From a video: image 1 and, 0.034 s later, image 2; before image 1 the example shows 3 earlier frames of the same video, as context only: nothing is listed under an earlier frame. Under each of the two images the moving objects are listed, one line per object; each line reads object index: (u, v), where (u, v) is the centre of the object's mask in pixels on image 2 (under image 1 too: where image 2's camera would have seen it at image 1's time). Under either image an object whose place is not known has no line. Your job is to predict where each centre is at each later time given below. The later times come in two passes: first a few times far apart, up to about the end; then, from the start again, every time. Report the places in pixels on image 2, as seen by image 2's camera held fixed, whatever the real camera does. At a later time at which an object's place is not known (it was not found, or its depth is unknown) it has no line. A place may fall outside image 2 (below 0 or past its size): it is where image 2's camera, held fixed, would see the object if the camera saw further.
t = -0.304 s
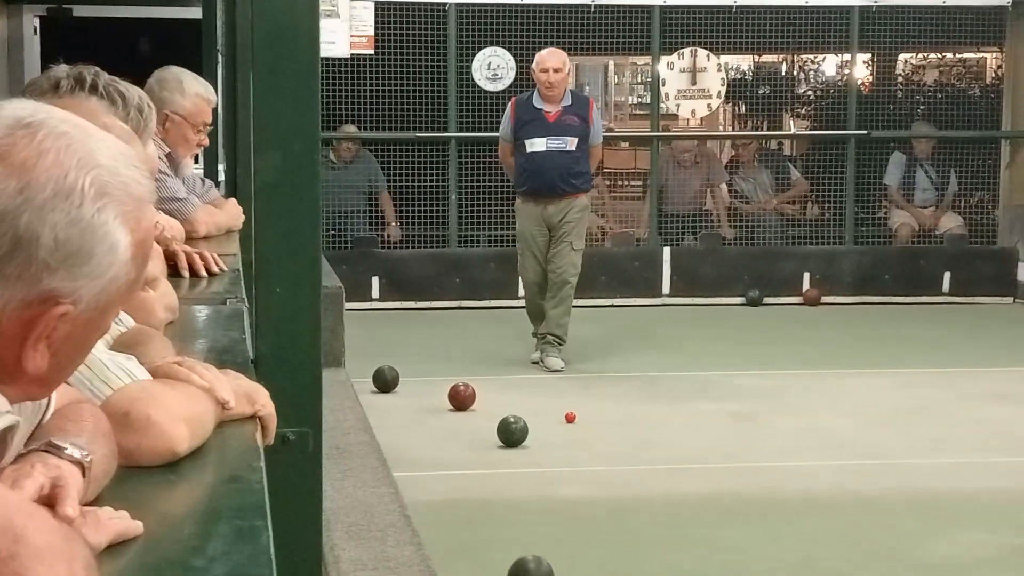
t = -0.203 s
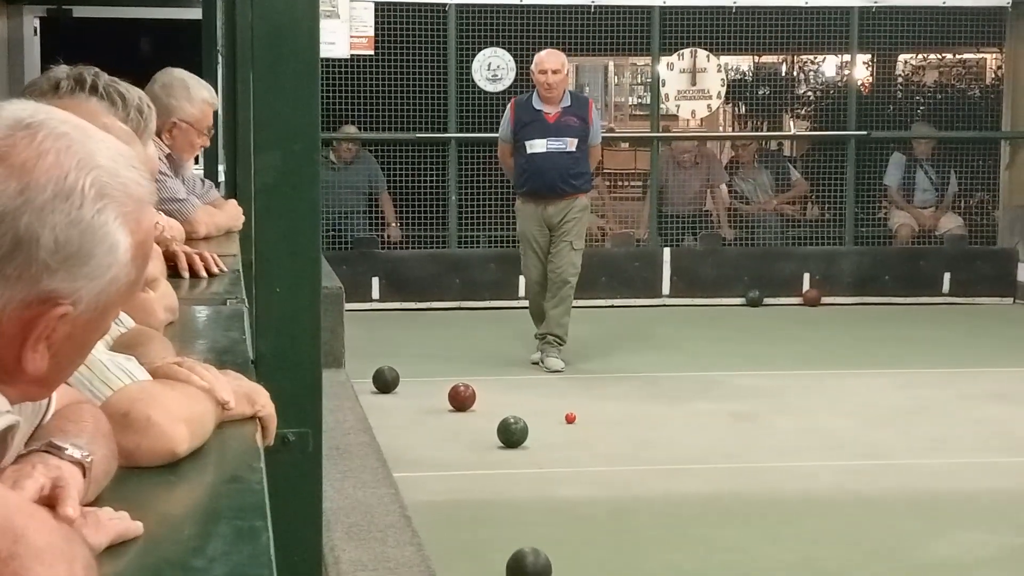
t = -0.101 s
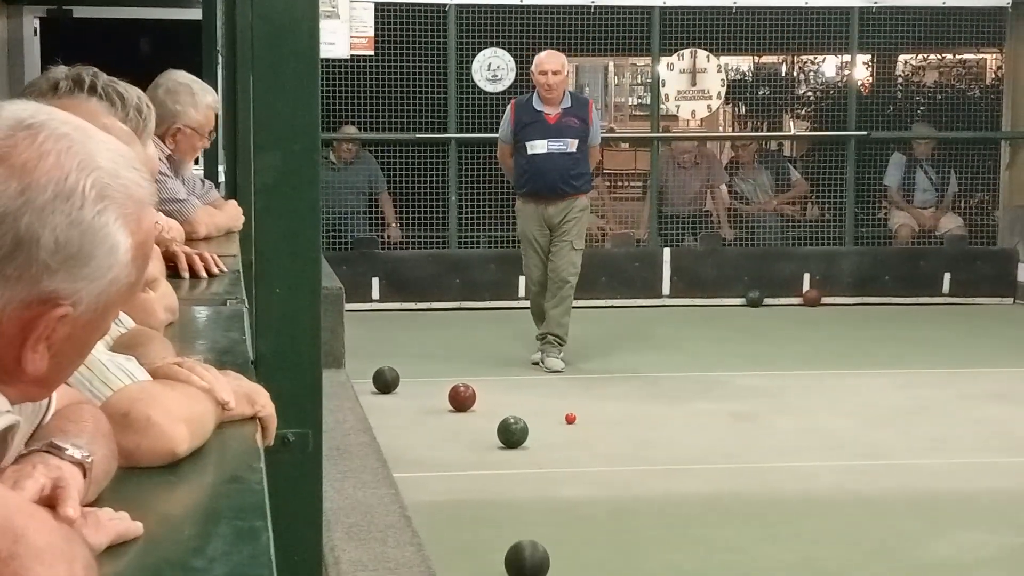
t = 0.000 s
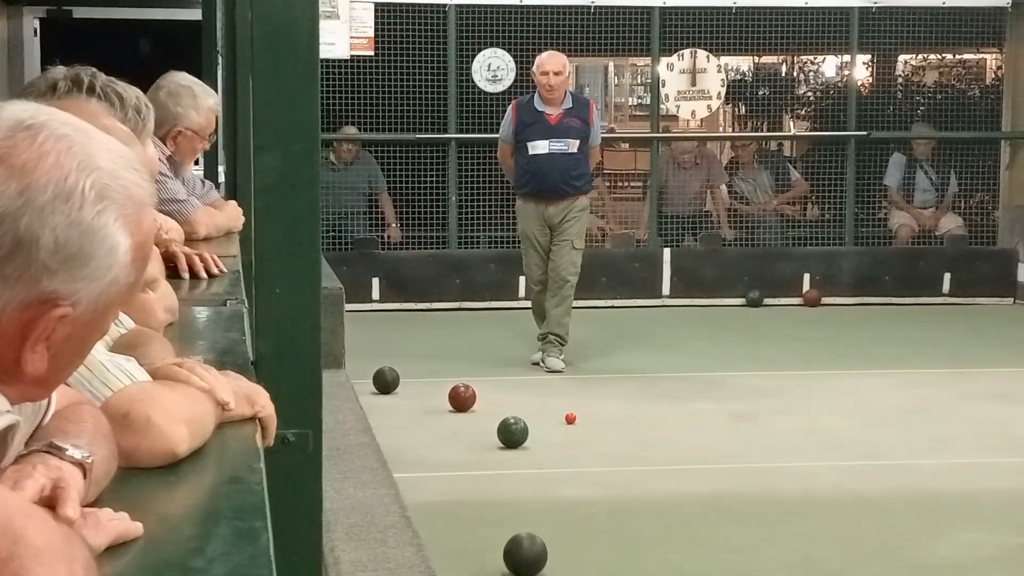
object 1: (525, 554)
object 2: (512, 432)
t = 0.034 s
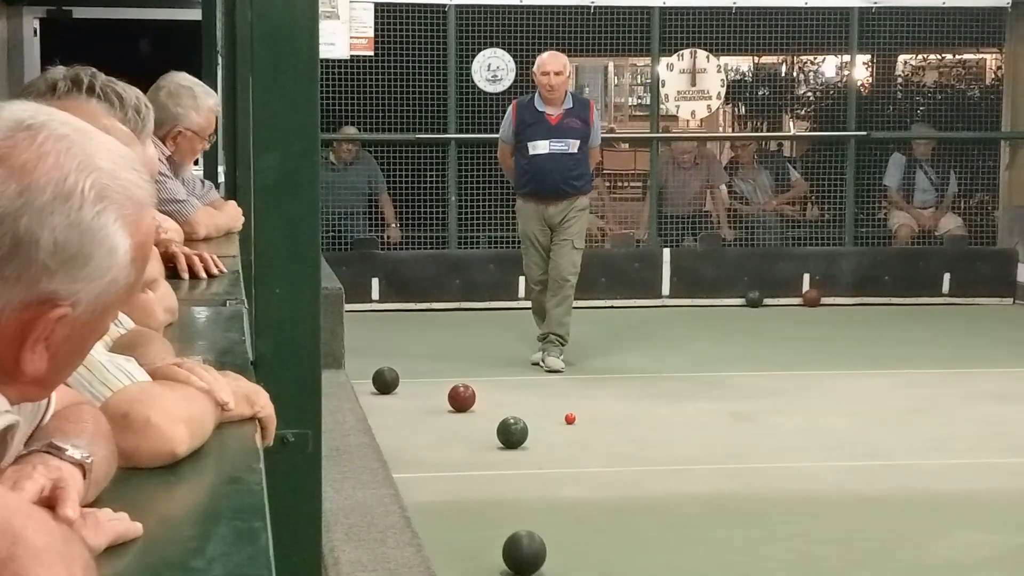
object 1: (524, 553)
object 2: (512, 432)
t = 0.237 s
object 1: (521, 539)
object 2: (512, 432)
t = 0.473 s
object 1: (518, 523)
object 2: (512, 432)
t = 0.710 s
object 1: (516, 509)
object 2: (512, 432)
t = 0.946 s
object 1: (513, 497)
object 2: (512, 432)
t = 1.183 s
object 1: (510, 485)
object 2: (512, 432)
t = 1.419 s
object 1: (508, 475)
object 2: (512, 432)
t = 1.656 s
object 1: (506, 466)
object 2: (512, 432)
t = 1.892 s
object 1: (505, 457)
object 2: (513, 430)
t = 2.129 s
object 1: (504, 449)
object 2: (515, 428)
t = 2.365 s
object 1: (503, 441)
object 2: (517, 427)
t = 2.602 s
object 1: (498, 436)
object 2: (519, 429)
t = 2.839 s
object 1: (490, 434)
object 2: (521, 427)
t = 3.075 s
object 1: (483, 432)
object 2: (525, 424)
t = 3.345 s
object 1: (475, 431)
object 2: (530, 420)
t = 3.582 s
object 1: (470, 429)
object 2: (533, 418)
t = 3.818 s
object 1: (465, 428)
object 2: (536, 415)
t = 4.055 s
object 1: (461, 426)
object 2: (538, 413)
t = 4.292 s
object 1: (457, 425)
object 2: (541, 412)
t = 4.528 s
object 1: (453, 425)
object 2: (542, 410)
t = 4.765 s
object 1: (450, 424)
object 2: (542, 409)
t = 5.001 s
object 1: (448, 423)
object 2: (543, 408)
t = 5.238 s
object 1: (446, 423)
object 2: (542, 407)
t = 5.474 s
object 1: (444, 423)
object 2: (542, 406)
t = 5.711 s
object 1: (443, 423)
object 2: (541, 406)
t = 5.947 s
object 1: (443, 422)
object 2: (541, 406)
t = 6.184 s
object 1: (442, 422)
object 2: (541, 405)
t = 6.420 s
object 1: (442, 422)
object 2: (540, 405)
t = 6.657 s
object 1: (442, 422)
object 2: (540, 405)
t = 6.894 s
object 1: (442, 422)
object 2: (540, 405)
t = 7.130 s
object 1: (442, 422)
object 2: (540, 405)
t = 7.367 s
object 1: (442, 422)
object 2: (540, 405)
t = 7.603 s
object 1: (442, 422)
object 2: (540, 405)
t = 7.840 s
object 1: (442, 423)
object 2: (540, 405)
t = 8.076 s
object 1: (442, 423)
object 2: (540, 405)
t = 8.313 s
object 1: (442, 422)
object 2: (540, 405)
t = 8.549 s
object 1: (442, 423)
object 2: (540, 405)
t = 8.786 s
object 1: (442, 422)
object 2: (540, 405)
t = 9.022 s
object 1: (442, 422)
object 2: (540, 405)
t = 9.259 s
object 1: (442, 423)
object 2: (540, 405)
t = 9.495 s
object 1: (442, 423)
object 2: (540, 405)
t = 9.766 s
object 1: (442, 422)
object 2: (540, 405)
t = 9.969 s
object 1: (442, 422)
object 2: (540, 405)
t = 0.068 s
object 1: (524, 550)
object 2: (512, 432)
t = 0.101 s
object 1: (523, 548)
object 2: (512, 432)
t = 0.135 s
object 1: (523, 545)
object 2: (512, 432)
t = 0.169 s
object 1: (522, 543)
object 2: (512, 432)
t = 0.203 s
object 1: (521, 541)
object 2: (512, 432)
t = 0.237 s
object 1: (521, 539)
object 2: (512, 432)
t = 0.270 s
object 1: (521, 536)
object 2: (512, 432)
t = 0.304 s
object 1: (520, 534)
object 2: (512, 432)
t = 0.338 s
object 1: (520, 532)
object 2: (512, 432)
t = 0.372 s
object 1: (519, 529)
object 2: (512, 432)
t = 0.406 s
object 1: (519, 527)
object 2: (512, 432)
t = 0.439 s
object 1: (519, 525)
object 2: (512, 432)
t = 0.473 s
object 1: (518, 523)
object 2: (512, 432)
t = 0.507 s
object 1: (518, 521)
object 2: (512, 432)
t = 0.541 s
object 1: (517, 519)
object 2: (512, 432)
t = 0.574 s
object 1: (517, 517)
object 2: (512, 432)
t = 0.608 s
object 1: (517, 515)
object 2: (512, 432)
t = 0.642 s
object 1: (516, 513)
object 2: (512, 432)
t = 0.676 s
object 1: (516, 511)
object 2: (512, 432)
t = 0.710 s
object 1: (516, 509)
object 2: (512, 432)
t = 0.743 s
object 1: (515, 508)
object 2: (512, 432)
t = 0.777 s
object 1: (515, 506)
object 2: (512, 432)
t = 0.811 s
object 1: (515, 504)
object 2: (512, 432)
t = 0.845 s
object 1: (514, 502)
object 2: (512, 432)
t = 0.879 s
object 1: (514, 501)
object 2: (512, 432)
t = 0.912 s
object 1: (513, 499)
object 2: (512, 432)
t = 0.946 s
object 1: (513, 497)
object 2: (512, 432)
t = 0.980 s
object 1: (513, 495)
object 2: (512, 432)
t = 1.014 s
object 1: (512, 494)
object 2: (512, 432)
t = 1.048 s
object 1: (512, 492)
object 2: (512, 432)
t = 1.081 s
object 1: (512, 490)
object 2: (512, 432)
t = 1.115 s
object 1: (511, 489)
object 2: (512, 432)
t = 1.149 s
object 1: (511, 487)
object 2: (512, 432)
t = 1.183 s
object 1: (510, 485)
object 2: (512, 432)
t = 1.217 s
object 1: (510, 484)
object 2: (512, 432)
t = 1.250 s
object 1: (509, 482)
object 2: (512, 432)
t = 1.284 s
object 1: (509, 481)
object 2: (512, 432)
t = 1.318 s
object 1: (509, 479)
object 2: (512, 432)
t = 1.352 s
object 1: (508, 478)
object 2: (512, 432)
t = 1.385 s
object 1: (508, 476)
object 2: (512, 432)
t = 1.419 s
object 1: (508, 475)
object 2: (512, 432)
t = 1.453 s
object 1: (507, 474)
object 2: (512, 432)
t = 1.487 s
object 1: (507, 472)
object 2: (512, 432)
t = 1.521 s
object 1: (507, 471)
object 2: (512, 432)
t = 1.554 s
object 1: (506, 469)
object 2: (512, 432)
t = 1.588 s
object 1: (506, 468)
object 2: (512, 432)
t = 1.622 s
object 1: (506, 467)
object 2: (512, 432)
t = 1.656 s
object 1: (506, 466)
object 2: (512, 432)
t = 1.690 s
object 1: (505, 464)
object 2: (512, 432)
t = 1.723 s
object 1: (505, 463)
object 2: (513, 432)
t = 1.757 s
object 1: (505, 462)
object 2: (513, 431)
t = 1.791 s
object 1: (505, 460)
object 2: (513, 431)
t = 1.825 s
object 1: (505, 459)
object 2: (513, 430)
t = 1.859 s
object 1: (505, 458)
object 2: (513, 430)
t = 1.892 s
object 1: (505, 457)
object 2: (513, 430)
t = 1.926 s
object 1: (504, 456)
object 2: (513, 430)
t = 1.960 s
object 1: (504, 454)
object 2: (513, 429)
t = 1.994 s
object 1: (504, 453)
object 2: (514, 429)
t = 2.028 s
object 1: (504, 452)
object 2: (514, 429)
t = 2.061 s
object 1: (504, 451)
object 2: (514, 428)
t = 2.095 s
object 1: (504, 450)
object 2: (514, 428)
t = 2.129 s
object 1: (504, 449)
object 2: (515, 428)
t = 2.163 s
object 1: (503, 448)
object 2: (515, 428)
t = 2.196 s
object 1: (503, 447)
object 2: (515, 427)
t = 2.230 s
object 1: (503, 446)
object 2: (516, 427)
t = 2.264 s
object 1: (503, 445)
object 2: (516, 427)
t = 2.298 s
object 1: (503, 444)
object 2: (516, 427)
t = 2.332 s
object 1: (503, 442)
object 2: (517, 427)
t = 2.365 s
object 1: (503, 441)
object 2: (517, 427)
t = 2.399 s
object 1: (503, 441)
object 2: (517, 427)
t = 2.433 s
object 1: (502, 440)
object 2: (518, 428)
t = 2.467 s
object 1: (502, 438)
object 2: (518, 428)
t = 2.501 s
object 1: (502, 438)
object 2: (518, 429)
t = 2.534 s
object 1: (501, 437)
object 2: (519, 429)
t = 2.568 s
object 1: (500, 437)
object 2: (519, 429)
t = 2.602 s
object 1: (498, 436)
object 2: (519, 429)
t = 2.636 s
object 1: (497, 436)
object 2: (519, 429)
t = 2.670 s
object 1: (496, 436)
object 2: (520, 429)
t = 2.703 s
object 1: (495, 436)
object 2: (520, 428)
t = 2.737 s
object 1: (494, 435)
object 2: (520, 428)
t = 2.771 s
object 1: (493, 435)
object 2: (520, 428)
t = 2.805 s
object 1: (491, 435)
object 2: (520, 427)
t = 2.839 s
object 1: (490, 434)
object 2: (521, 427)
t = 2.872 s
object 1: (489, 434)
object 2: (521, 426)
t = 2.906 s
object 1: (488, 434)
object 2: (522, 426)
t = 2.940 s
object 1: (487, 433)
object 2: (523, 425)
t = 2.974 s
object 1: (486, 433)
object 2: (523, 425)
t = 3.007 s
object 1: (485, 433)
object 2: (524, 425)
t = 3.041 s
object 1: (484, 433)
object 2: (525, 424)
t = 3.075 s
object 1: (483, 432)
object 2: (525, 424)
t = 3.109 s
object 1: (482, 432)
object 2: (526, 423)
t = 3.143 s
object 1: (481, 432)
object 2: (527, 423)
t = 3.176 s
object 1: (480, 432)
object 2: (527, 422)
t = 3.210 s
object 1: (479, 432)
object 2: (528, 422)
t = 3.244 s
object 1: (478, 431)
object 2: (529, 421)
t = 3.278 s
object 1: (477, 431)
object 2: (529, 421)
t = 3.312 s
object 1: (476, 431)
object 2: (530, 421)
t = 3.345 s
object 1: (475, 431)
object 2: (530, 420)
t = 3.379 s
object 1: (474, 430)
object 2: (531, 420)
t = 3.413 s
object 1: (473, 430)
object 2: (531, 420)
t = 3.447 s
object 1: (473, 430)
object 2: (531, 419)
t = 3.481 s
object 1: (472, 430)
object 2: (532, 419)
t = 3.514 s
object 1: (471, 430)
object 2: (532, 418)
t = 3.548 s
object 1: (470, 429)
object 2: (533, 418)
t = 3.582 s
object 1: (470, 429)
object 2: (533, 418)
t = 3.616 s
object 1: (469, 429)
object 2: (534, 417)
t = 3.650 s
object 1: (468, 429)
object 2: (534, 417)
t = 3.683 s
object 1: (468, 429)
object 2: (535, 417)
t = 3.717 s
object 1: (467, 428)
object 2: (535, 416)
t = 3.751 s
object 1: (466, 428)
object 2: (536, 416)
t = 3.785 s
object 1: (466, 428)
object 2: (536, 416)
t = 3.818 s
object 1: (465, 428)
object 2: (536, 415)
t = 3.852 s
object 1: (465, 427)
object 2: (537, 415)
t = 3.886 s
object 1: (464, 427)
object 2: (537, 415)
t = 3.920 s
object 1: (463, 427)
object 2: (537, 414)
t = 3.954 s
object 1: (463, 427)
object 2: (537, 414)
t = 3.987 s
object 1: (462, 427)
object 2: (538, 414)
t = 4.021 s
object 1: (461, 427)
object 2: (538, 414)
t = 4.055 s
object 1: (461, 426)
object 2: (538, 413)
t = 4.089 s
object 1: (460, 426)
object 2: (539, 413)
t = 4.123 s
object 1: (460, 426)
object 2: (539, 413)
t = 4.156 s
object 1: (459, 426)
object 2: (539, 413)
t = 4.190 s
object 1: (459, 426)
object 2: (540, 412)
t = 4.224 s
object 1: (458, 426)
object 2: (540, 412)
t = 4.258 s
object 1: (458, 425)
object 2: (540, 412)
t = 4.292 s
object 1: (457, 425)
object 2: (541, 412)
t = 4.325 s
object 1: (456, 425)
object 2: (541, 411)
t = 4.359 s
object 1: (456, 425)
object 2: (541, 411)
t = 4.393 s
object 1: (455, 425)
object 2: (541, 411)
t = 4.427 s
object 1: (455, 425)
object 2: (541, 411)
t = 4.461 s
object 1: (454, 425)
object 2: (542, 410)
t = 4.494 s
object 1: (454, 425)
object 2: (542, 410)
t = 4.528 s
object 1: (453, 425)
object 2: (542, 410)
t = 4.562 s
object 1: (453, 424)
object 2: (542, 410)
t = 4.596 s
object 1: (452, 424)
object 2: (542, 410)
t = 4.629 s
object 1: (452, 424)
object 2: (542, 410)
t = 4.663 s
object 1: (451, 424)
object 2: (542, 410)
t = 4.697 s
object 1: (451, 424)
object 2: (542, 409)
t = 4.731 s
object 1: (450, 424)
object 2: (542, 409)
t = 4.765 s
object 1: (450, 424)
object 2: (542, 409)
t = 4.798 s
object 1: (450, 424)
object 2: (543, 409)
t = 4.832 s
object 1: (449, 424)
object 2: (543, 409)
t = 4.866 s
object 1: (449, 424)
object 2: (543, 408)
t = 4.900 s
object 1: (449, 423)
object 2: (543, 408)
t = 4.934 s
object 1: (448, 423)
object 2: (543, 408)
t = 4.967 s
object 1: (448, 423)
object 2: (543, 408)
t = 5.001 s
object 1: (448, 423)
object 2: (543, 408)
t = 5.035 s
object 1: (447, 423)
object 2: (543, 408)
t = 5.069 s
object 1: (447, 423)
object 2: (543, 408)
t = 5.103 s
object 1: (447, 423)
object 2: (543, 407)
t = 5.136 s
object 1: (447, 423)
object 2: (543, 407)
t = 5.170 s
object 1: (446, 423)
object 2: (542, 407)
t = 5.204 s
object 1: (446, 423)
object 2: (542, 407)
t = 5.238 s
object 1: (446, 423)
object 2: (542, 407)
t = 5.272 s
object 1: (446, 423)
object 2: (542, 407)
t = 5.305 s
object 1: (445, 423)
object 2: (542, 407)
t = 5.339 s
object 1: (445, 423)
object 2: (542, 407)
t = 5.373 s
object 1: (445, 423)
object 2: (542, 407)
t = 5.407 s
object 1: (444, 423)
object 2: (542, 407)
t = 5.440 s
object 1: (444, 423)
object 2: (542, 407)
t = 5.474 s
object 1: (444, 423)
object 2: (542, 406)
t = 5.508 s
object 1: (444, 423)
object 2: (542, 406)
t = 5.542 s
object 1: (443, 423)
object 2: (542, 406)
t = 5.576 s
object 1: (443, 423)
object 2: (542, 406)
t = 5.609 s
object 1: (443, 423)
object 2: (542, 406)
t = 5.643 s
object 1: (443, 423)
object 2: (542, 406)
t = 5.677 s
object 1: (443, 423)
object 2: (542, 406)
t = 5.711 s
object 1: (443, 423)
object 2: (541, 406)
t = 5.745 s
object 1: (443, 423)
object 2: (542, 406)
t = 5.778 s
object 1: (443, 423)
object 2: (541, 406)
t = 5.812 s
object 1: (443, 423)
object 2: (541, 406)
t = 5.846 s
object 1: (443, 423)
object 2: (541, 406)
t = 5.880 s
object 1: (443, 422)
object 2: (541, 406)
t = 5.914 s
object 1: (443, 422)
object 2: (542, 406)
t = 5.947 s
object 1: (443, 422)
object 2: (541, 406)
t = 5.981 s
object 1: (443, 422)
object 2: (541, 406)
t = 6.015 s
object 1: (442, 422)
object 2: (541, 406)
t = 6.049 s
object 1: (442, 422)
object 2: (541, 406)
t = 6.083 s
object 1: (442, 422)
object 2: (541, 406)
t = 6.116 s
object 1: (442, 422)
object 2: (541, 405)
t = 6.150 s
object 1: (442, 422)
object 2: (541, 405)
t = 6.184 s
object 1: (442, 422)
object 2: (541, 405)
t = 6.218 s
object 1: (442, 422)
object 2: (541, 405)
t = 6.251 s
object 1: (442, 422)
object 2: (541, 405)
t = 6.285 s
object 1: (442, 422)
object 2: (541, 405)
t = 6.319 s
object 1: (442, 422)
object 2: (540, 405)
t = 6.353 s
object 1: (442, 422)
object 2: (540, 405)
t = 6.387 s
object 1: (442, 422)
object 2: (540, 405)
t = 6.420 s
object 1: (442, 422)
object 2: (540, 405)
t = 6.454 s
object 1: (442, 422)
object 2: (540, 405)
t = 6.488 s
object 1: (442, 422)
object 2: (540, 405)
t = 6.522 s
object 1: (442, 422)
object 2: (540, 405)
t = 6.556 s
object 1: (443, 422)
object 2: (540, 405)
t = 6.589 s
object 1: (442, 422)
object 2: (540, 405)
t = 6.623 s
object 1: (442, 422)
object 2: (540, 405)
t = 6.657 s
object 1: (442, 422)
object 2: (540, 405)
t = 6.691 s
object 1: (442, 422)
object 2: (540, 405)
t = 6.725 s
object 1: (442, 422)
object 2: (540, 405)
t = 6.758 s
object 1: (442, 422)
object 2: (540, 405)
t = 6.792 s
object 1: (442, 422)
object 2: (540, 405)
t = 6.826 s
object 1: (442, 422)
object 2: (540, 405)
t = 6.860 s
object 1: (442, 422)
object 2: (540, 405)
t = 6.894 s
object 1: (442, 422)
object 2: (540, 405)
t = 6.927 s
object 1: (442, 422)
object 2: (540, 405)
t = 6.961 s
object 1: (442, 422)
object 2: (540, 405)
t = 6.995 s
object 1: (442, 422)
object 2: (540, 405)
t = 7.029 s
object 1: (442, 422)
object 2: (540, 405)
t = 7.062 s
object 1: (442, 422)
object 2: (540, 405)
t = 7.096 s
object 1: (442, 422)
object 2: (540, 405)
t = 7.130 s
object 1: (442, 422)
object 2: (540, 405)
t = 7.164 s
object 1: (442, 422)
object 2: (540, 405)
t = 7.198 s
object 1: (442, 422)
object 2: (540, 405)
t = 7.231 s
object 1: (442, 422)
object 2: (540, 405)
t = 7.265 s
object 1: (442, 422)
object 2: (540, 405)
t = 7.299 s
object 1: (442, 422)
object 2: (540, 405)
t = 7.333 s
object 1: (442, 422)
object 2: (540, 405)
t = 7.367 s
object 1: (442, 422)
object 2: (540, 405)
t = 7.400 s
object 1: (442, 422)
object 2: (540, 405)
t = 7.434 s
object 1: (442, 422)
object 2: (540, 405)
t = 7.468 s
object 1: (442, 422)
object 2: (540, 405)
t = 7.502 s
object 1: (442, 422)
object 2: (540, 405)
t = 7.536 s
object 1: (442, 422)
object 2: (540, 405)
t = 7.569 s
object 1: (442, 422)
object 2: (540, 405)
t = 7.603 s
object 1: (442, 422)
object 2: (540, 405)
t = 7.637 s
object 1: (442, 422)
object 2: (540, 405)
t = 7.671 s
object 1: (442, 422)
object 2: (540, 405)
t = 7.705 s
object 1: (442, 422)
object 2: (540, 405)
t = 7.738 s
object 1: (442, 422)
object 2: (540, 405)
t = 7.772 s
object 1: (442, 423)
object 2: (540, 405)
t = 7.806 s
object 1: (442, 423)
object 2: (540, 405)
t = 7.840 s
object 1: (442, 423)
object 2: (540, 405)
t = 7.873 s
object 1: (442, 422)
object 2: (540, 405)
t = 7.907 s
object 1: (442, 423)
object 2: (540, 405)
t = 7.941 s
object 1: (442, 422)
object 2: (540, 405)
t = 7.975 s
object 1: (442, 422)
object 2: (540, 405)
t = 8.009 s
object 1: (442, 422)
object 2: (540, 405)
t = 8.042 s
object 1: (442, 423)
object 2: (540, 405)
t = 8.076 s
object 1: (442, 423)
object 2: (540, 405)
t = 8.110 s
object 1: (442, 422)
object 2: (540, 405)
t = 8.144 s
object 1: (442, 423)
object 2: (540, 405)
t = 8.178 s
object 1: (442, 423)
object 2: (540, 405)
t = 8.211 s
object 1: (442, 423)
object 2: (540, 405)
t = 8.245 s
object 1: (442, 423)
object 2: (540, 405)
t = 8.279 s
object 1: (442, 423)
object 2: (540, 405)
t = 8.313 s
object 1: (442, 422)
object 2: (540, 405)
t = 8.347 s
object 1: (442, 422)
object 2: (540, 405)
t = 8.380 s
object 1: (442, 422)
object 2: (540, 405)
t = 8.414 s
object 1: (442, 423)
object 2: (540, 405)
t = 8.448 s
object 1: (442, 422)
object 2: (540, 405)
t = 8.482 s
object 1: (442, 423)
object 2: (540, 405)
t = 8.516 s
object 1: (442, 422)
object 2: (540, 405)
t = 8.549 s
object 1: (442, 423)
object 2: (540, 405)
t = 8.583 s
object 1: (442, 422)
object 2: (540, 405)
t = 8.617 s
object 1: (442, 422)
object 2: (540, 405)
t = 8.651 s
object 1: (442, 423)
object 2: (540, 405)
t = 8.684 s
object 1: (442, 422)
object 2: (540, 405)
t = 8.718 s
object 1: (442, 423)
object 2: (540, 405)
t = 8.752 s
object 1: (442, 423)
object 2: (540, 405)
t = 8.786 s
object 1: (442, 422)
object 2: (540, 405)
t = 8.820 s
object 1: (442, 422)
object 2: (540, 405)
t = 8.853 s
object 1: (442, 422)
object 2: (540, 405)
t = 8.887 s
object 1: (442, 422)
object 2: (540, 405)
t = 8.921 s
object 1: (442, 423)
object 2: (540, 405)
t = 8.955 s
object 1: (442, 422)
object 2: (540, 405)
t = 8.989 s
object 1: (442, 422)
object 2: (540, 405)
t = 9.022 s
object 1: (442, 422)
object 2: (540, 405)
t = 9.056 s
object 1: (442, 422)
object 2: (540, 405)
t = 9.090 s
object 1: (442, 422)
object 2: (540, 405)
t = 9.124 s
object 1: (442, 422)
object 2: (540, 405)
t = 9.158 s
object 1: (442, 422)
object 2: (540, 405)
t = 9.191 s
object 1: (442, 423)
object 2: (540, 405)
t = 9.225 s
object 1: (442, 422)
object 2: (540, 405)
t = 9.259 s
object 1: (442, 423)
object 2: (540, 405)
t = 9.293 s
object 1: (442, 422)
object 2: (540, 405)
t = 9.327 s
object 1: (442, 422)
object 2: (540, 405)
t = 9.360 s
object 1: (442, 423)
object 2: (540, 405)
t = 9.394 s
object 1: (442, 422)
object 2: (540, 405)
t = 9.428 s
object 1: (442, 422)
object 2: (540, 405)
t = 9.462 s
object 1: (442, 422)
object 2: (540, 405)
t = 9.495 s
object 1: (442, 423)
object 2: (540, 405)
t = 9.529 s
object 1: (442, 423)
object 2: (540, 405)
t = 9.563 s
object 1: (442, 423)
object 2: (540, 405)
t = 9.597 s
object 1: (442, 422)
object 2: (540, 405)
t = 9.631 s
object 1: (442, 422)
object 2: (540, 405)
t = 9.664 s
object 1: (442, 422)
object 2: (540, 405)
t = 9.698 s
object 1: (442, 422)
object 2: (540, 405)
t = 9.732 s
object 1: (442, 422)
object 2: (540, 405)
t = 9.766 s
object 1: (442, 422)
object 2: (540, 405)
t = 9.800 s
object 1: (442, 422)
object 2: (540, 405)
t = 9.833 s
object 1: (442, 422)
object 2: (540, 405)
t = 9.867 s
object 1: (442, 422)
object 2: (540, 405)
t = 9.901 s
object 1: (442, 422)
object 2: (540, 405)
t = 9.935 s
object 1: (442, 422)
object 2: (540, 405)
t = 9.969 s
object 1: (442, 422)
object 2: (540, 405)
